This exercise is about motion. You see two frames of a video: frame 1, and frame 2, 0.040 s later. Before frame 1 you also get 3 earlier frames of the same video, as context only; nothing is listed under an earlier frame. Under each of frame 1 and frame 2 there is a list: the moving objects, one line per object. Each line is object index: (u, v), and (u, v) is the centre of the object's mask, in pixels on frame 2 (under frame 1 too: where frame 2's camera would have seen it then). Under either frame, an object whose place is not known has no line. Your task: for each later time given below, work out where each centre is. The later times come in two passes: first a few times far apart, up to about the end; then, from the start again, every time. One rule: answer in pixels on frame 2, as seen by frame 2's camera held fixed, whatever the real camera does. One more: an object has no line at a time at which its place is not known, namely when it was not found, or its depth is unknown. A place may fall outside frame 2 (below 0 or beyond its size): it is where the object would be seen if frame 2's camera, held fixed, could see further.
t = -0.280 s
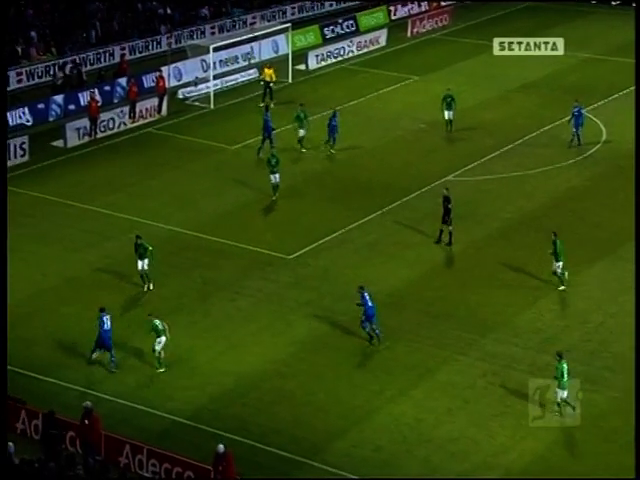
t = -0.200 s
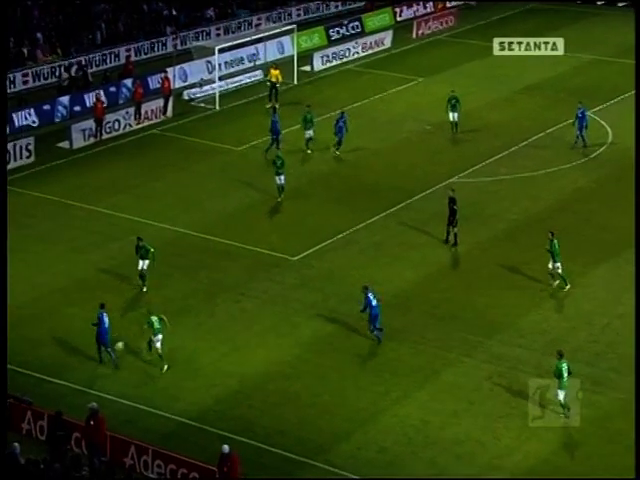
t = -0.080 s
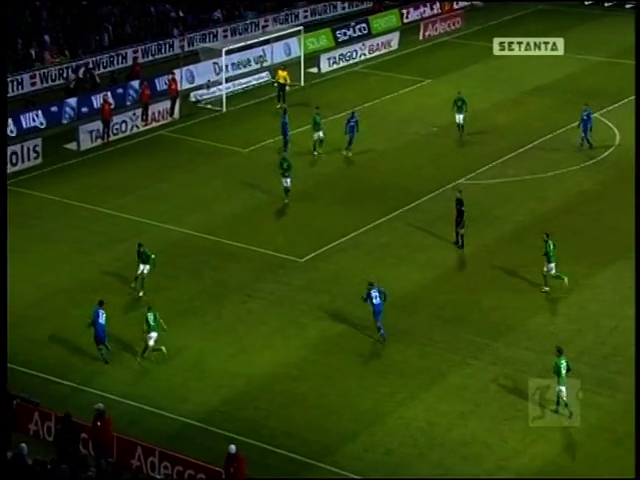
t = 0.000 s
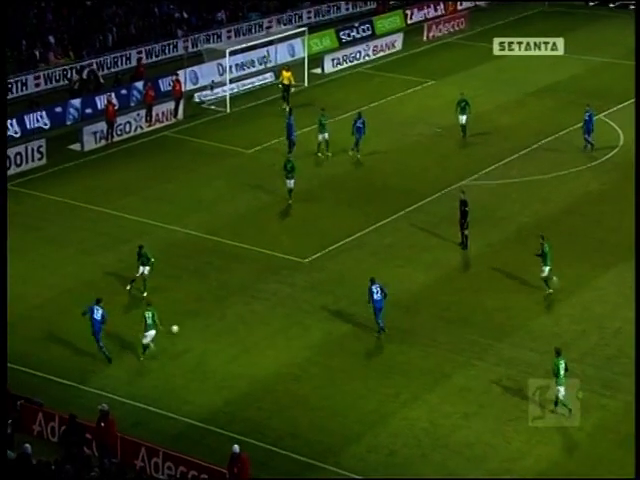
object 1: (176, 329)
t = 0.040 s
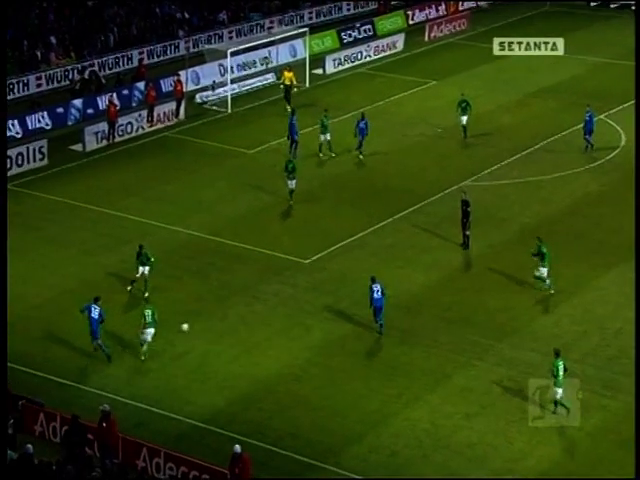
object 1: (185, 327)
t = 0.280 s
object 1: (227, 309)
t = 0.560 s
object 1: (266, 296)
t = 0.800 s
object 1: (288, 286)
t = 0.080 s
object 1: (193, 326)
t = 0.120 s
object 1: (202, 324)
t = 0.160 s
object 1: (208, 320)
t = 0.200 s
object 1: (215, 316)
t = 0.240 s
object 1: (221, 312)
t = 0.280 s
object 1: (227, 309)
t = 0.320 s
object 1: (234, 307)
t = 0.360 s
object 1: (240, 305)
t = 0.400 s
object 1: (246, 304)
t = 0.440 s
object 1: (252, 302)
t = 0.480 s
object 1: (257, 300)
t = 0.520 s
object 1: (262, 298)
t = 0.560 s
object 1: (266, 296)
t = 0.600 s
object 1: (271, 294)
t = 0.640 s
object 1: (275, 292)
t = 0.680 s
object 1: (278, 290)
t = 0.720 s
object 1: (282, 288)
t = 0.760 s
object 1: (285, 287)
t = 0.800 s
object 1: (288, 286)
